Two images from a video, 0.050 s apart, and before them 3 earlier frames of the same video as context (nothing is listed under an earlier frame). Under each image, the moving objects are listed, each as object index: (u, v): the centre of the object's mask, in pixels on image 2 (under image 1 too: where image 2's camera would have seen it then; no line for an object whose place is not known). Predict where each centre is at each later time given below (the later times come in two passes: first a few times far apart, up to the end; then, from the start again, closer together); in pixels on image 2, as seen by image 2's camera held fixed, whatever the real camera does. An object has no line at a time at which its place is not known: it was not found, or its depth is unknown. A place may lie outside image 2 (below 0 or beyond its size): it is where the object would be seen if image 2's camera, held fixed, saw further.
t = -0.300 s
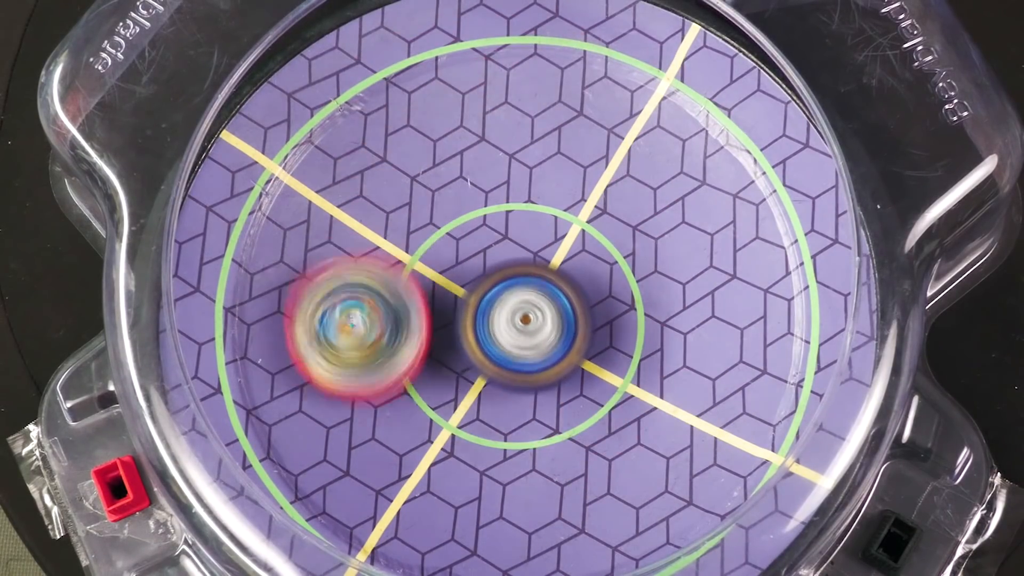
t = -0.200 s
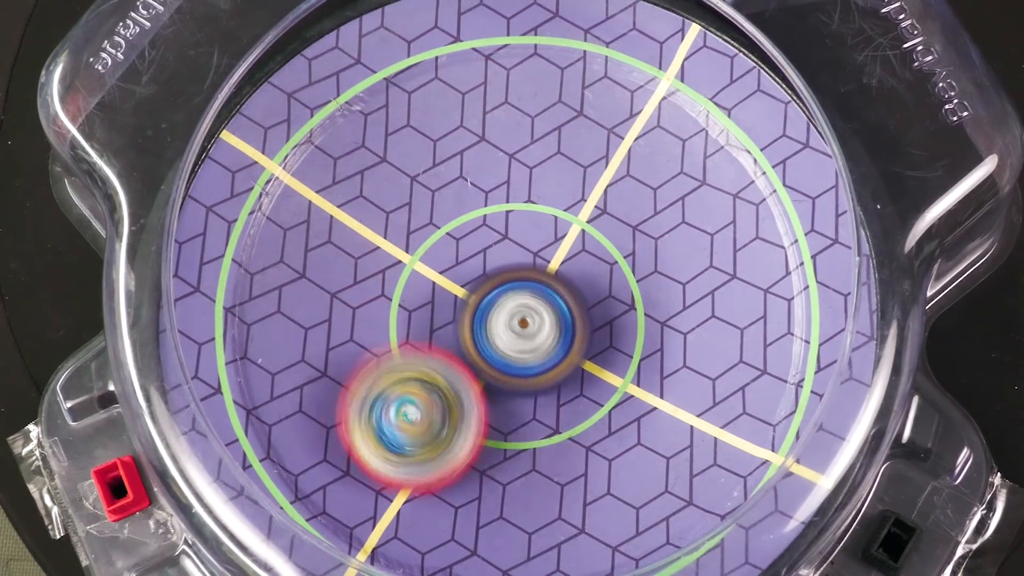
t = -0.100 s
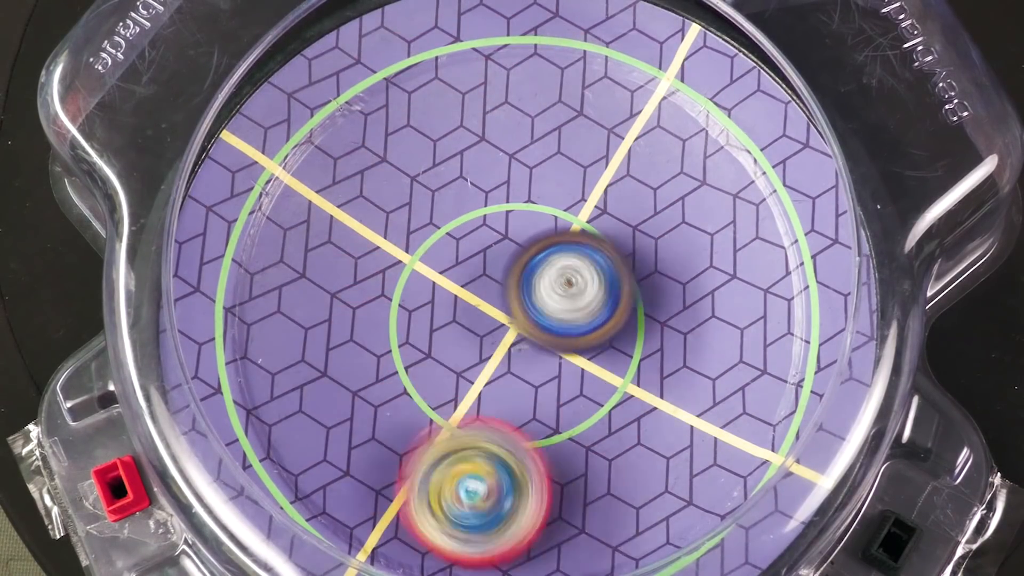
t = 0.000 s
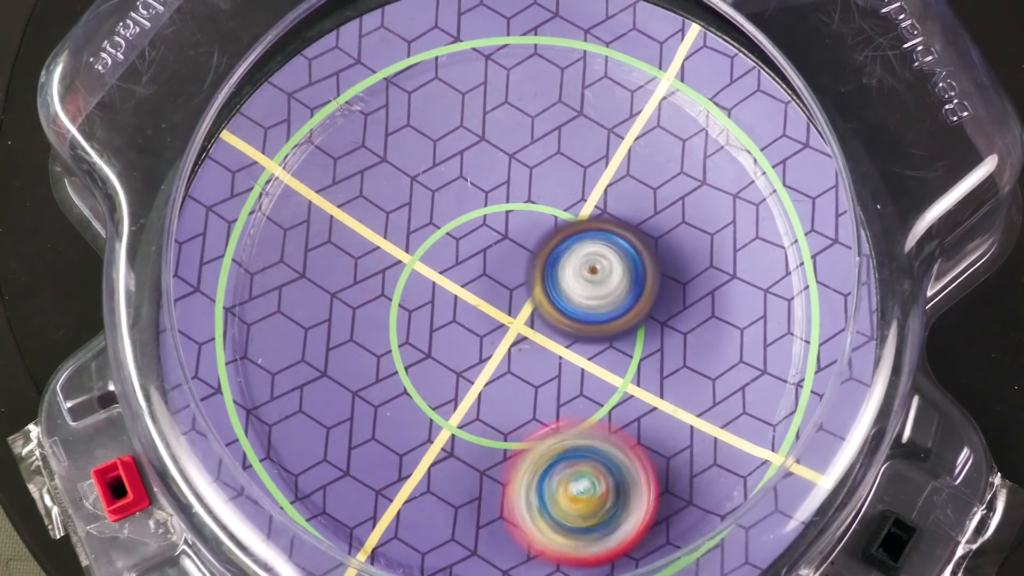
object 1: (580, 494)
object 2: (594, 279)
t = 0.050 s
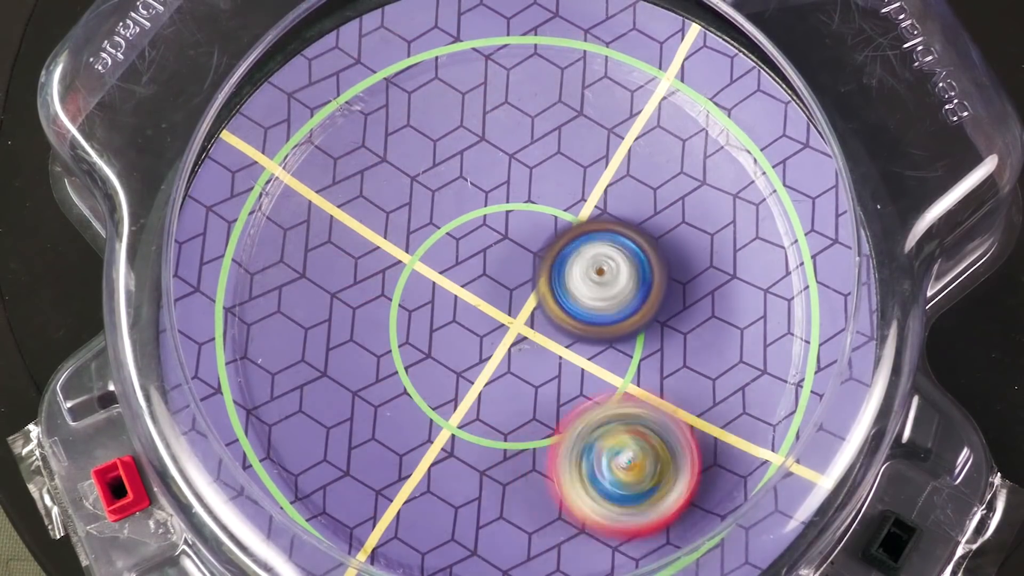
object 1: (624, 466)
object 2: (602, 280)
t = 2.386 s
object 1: (569, 275)
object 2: (434, 323)
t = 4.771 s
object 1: (608, 216)
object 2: (529, 372)
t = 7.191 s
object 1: (666, 287)
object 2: (378, 284)
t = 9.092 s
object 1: (569, 313)
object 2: (455, 228)
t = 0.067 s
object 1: (636, 451)
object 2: (604, 281)
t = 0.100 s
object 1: (655, 421)
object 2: (607, 283)
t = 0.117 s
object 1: (662, 410)
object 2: (607, 281)
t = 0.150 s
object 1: (678, 391)
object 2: (599, 267)
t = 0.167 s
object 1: (683, 380)
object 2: (596, 261)
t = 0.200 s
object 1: (688, 350)
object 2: (589, 252)
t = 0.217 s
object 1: (691, 337)
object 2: (582, 245)
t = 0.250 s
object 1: (691, 312)
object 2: (570, 233)
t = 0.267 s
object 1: (687, 298)
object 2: (565, 230)
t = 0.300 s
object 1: (682, 276)
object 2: (546, 220)
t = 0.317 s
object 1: (679, 267)
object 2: (533, 214)
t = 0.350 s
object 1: (665, 249)
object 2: (511, 205)
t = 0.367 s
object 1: (656, 242)
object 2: (501, 202)
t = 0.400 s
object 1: (631, 230)
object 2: (487, 197)
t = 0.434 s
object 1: (608, 227)
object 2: (469, 195)
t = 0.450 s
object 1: (607, 230)
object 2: (451, 193)
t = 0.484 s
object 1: (601, 239)
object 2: (418, 190)
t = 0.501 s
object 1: (598, 244)
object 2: (406, 189)
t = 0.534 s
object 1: (592, 258)
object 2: (387, 190)
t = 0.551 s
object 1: (590, 266)
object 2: (381, 192)
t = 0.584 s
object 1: (591, 282)
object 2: (374, 197)
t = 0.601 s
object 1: (593, 289)
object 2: (372, 200)
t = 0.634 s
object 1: (601, 304)
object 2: (374, 208)
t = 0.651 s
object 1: (608, 311)
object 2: (376, 213)
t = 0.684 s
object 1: (616, 318)
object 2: (383, 225)
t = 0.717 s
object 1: (627, 321)
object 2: (390, 239)
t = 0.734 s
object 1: (630, 320)
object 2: (395, 247)
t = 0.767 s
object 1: (637, 318)
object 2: (404, 263)
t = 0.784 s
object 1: (638, 315)
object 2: (409, 272)
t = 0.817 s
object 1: (637, 312)
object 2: (421, 291)
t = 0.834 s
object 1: (635, 311)
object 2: (425, 300)
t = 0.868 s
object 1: (631, 307)
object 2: (438, 318)
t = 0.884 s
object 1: (628, 305)
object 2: (444, 327)
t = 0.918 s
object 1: (618, 302)
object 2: (457, 345)
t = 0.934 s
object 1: (612, 303)
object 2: (464, 352)
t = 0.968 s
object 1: (602, 301)
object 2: (468, 369)
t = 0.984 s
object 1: (605, 299)
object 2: (460, 381)
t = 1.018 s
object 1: (606, 293)
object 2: (450, 396)
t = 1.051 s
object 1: (603, 288)
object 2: (444, 405)
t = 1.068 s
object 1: (601, 286)
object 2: (443, 408)
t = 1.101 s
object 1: (594, 284)
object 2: (443, 408)
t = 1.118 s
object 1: (589, 284)
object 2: (443, 407)
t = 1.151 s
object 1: (578, 287)
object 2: (444, 402)
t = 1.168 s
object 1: (573, 289)
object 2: (445, 398)
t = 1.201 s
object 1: (563, 297)
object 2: (446, 391)
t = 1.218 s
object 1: (560, 301)
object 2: (446, 386)
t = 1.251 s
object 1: (561, 303)
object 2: (437, 387)
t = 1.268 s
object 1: (563, 303)
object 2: (432, 386)
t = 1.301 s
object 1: (566, 302)
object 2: (425, 381)
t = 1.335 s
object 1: (566, 299)
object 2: (420, 376)
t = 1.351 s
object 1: (566, 297)
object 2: (419, 371)
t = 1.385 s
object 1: (565, 293)
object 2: (416, 362)
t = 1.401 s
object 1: (564, 292)
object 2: (416, 359)
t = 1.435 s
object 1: (561, 290)
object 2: (414, 349)
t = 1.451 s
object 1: (560, 289)
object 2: (414, 345)
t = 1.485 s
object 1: (555, 288)
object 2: (413, 337)
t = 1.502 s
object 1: (553, 288)
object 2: (413, 331)
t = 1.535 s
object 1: (549, 288)
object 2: (411, 324)
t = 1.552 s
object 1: (549, 287)
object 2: (410, 321)
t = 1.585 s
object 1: (546, 286)
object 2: (408, 314)
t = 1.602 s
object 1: (548, 285)
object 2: (407, 312)
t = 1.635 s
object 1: (557, 282)
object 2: (394, 309)
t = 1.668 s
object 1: (563, 278)
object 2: (386, 304)
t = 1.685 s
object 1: (564, 275)
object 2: (384, 302)
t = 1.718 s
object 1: (567, 268)
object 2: (384, 295)
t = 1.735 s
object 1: (568, 265)
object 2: (384, 292)
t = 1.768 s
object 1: (566, 260)
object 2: (386, 288)
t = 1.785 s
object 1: (565, 258)
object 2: (388, 285)
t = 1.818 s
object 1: (562, 254)
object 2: (391, 283)
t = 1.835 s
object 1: (559, 252)
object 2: (393, 283)
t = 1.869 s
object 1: (554, 251)
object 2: (397, 282)
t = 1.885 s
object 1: (550, 251)
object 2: (399, 283)
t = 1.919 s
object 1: (544, 253)
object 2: (403, 284)
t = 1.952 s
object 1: (542, 255)
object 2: (405, 286)
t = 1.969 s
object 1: (543, 256)
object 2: (405, 287)
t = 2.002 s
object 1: (546, 260)
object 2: (402, 290)
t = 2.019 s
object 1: (549, 260)
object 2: (397, 293)
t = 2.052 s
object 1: (552, 262)
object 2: (393, 296)
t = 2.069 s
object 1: (555, 262)
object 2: (393, 297)
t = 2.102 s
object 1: (559, 264)
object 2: (396, 299)
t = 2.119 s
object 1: (561, 265)
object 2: (398, 302)
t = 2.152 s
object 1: (564, 265)
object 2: (402, 304)
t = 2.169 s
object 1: (565, 265)
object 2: (405, 306)
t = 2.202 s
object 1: (567, 267)
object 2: (410, 310)
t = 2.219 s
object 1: (568, 268)
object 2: (413, 312)
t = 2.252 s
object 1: (569, 268)
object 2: (418, 314)
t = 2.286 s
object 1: (570, 270)
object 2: (423, 318)
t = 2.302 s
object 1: (570, 271)
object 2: (425, 319)
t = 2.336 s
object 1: (570, 272)
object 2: (429, 321)
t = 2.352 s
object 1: (569, 272)
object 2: (430, 321)
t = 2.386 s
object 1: (569, 275)
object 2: (434, 323)
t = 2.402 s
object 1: (569, 276)
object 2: (436, 323)
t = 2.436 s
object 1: (574, 277)
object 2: (433, 328)
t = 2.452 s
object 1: (578, 275)
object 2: (430, 331)
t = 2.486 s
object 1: (582, 271)
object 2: (429, 334)
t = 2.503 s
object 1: (585, 269)
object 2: (430, 334)
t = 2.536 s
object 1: (589, 264)
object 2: (432, 335)
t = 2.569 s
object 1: (588, 259)
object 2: (437, 336)
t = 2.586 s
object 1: (587, 256)
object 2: (439, 335)
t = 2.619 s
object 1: (583, 253)
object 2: (444, 336)
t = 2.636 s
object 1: (581, 253)
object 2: (447, 336)
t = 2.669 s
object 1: (574, 252)
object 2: (454, 336)
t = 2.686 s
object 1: (571, 252)
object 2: (457, 335)
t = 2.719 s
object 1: (583, 236)
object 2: (447, 350)
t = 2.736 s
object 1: (590, 225)
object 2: (441, 360)
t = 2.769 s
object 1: (598, 205)
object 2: (428, 371)
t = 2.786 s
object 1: (602, 195)
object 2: (422, 373)
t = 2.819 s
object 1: (604, 174)
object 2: (414, 376)
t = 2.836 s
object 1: (604, 164)
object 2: (413, 376)
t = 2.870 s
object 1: (600, 143)
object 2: (411, 374)
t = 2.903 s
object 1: (590, 127)
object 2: (412, 372)
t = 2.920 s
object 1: (583, 121)
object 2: (413, 372)
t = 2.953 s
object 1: (566, 113)
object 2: (418, 368)
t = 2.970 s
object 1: (556, 112)
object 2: (421, 366)
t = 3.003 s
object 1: (536, 115)
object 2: (427, 363)
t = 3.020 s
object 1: (527, 121)
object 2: (430, 361)
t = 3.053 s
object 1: (511, 136)
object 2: (438, 358)
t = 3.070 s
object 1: (504, 146)
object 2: (442, 356)
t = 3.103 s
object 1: (495, 169)
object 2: (451, 351)
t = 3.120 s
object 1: (492, 180)
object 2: (455, 350)
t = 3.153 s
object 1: (493, 205)
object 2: (465, 345)
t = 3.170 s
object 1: (495, 210)
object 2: (471, 351)
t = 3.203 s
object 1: (501, 203)
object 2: (480, 378)
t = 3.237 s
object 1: (505, 200)
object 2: (486, 401)
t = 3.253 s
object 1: (508, 200)
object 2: (489, 410)
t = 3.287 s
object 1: (513, 198)
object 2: (492, 422)
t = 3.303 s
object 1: (514, 199)
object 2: (492, 426)
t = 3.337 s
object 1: (519, 200)
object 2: (493, 428)
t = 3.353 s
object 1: (521, 201)
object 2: (492, 428)
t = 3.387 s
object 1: (525, 202)
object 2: (493, 424)
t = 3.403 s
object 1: (528, 204)
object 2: (495, 421)
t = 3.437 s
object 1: (533, 208)
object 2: (498, 413)
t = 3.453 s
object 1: (535, 209)
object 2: (499, 407)
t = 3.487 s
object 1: (541, 213)
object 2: (506, 395)
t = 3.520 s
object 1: (546, 217)
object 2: (514, 382)
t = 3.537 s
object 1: (550, 218)
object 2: (518, 376)
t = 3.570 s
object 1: (557, 224)
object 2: (526, 358)
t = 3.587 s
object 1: (567, 213)
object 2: (525, 361)
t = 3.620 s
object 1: (584, 172)
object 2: (517, 388)
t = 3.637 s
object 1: (588, 154)
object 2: (511, 400)
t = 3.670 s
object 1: (592, 127)
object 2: (498, 418)
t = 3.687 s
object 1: (591, 116)
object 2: (493, 426)
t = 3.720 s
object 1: (589, 94)
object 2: (480, 439)
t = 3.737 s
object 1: (587, 82)
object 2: (474, 442)
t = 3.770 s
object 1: (579, 65)
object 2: (465, 449)
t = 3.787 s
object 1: (574, 57)
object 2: (461, 451)
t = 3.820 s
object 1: (555, 55)
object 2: (457, 452)
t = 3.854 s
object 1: (529, 59)
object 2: (457, 449)
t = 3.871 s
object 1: (520, 60)
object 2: (458, 447)
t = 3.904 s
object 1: (503, 64)
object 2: (461, 442)
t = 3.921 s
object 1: (496, 68)
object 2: (463, 437)
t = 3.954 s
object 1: (487, 81)
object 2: (468, 428)
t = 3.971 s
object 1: (483, 91)
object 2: (470, 424)
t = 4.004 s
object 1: (482, 113)
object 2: (476, 414)
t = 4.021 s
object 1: (482, 122)
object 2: (480, 408)
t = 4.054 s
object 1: (487, 145)
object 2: (487, 395)
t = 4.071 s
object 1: (491, 156)
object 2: (488, 388)
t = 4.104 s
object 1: (500, 176)
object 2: (493, 372)
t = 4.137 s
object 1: (512, 197)
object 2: (496, 356)
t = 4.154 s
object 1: (519, 206)
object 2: (496, 348)
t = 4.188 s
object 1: (540, 197)
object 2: (492, 359)
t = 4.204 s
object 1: (550, 192)
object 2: (491, 366)
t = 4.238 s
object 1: (567, 182)
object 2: (490, 377)
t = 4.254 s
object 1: (575, 178)
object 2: (492, 381)
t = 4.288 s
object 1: (590, 167)
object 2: (495, 386)
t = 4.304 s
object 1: (597, 162)
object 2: (496, 388)
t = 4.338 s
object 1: (610, 152)
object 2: (501, 390)
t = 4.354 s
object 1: (614, 146)
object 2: (504, 390)
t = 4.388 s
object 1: (623, 135)
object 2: (507, 390)
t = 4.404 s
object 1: (626, 130)
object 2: (509, 389)
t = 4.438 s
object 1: (628, 120)
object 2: (513, 388)
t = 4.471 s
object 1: (626, 116)
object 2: (515, 385)
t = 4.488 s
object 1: (624, 114)
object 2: (516, 383)
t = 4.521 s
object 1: (619, 116)
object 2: (519, 379)
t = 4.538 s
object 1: (616, 119)
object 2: (519, 377)
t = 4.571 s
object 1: (610, 127)
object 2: (521, 372)
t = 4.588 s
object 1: (605, 135)
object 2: (523, 369)
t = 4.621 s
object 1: (599, 151)
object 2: (526, 365)
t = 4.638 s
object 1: (596, 160)
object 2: (527, 362)
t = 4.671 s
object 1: (593, 180)
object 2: (532, 357)
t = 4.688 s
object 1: (591, 190)
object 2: (533, 355)
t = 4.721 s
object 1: (591, 209)
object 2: (538, 350)
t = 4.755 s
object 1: (597, 225)
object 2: (539, 351)
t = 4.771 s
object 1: (608, 216)
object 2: (529, 372)
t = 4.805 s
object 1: (626, 198)
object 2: (511, 406)
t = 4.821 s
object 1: (631, 192)
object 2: (502, 422)
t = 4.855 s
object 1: (638, 180)
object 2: (489, 447)
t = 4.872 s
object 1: (641, 174)
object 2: (484, 455)
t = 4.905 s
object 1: (644, 161)
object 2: (479, 469)
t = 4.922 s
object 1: (643, 156)
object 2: (478, 472)
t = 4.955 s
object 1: (639, 148)
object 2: (478, 473)
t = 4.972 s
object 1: (635, 146)
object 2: (478, 472)
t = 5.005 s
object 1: (626, 145)
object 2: (477, 465)
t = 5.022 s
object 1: (621, 147)
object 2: (476, 461)
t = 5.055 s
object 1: (610, 153)
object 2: (473, 454)
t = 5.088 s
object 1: (598, 165)
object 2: (471, 443)
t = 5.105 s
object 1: (592, 173)
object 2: (469, 439)
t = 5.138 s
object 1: (583, 188)
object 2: (467, 427)
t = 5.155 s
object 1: (579, 196)
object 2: (466, 422)
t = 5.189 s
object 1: (573, 214)
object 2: (463, 408)
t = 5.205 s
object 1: (570, 223)
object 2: (462, 401)
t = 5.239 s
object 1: (566, 242)
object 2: (461, 387)
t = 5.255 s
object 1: (564, 251)
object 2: (460, 379)
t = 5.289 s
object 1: (563, 268)
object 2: (458, 365)
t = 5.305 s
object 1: (567, 271)
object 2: (453, 365)
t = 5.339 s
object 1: (575, 279)
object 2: (444, 365)
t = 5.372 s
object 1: (581, 290)
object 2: (439, 362)
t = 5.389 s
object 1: (585, 294)
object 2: (439, 359)
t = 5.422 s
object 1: (595, 303)
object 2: (436, 353)
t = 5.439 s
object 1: (601, 307)
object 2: (436, 349)
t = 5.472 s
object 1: (609, 311)
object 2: (434, 343)
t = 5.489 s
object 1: (612, 312)
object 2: (433, 339)
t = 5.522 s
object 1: (616, 313)
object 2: (431, 333)
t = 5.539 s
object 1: (618, 313)
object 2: (431, 329)
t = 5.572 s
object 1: (618, 313)
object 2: (430, 322)
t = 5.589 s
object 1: (618, 312)
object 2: (429, 319)
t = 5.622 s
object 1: (618, 311)
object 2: (429, 313)
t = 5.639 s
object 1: (617, 310)
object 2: (428, 311)
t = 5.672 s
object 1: (613, 309)
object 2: (428, 306)
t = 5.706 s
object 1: (608, 309)
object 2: (429, 300)
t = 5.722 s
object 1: (606, 310)
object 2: (429, 298)
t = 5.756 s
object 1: (595, 309)
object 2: (430, 293)
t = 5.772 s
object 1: (590, 309)
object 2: (429, 291)
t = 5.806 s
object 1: (578, 312)
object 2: (430, 286)
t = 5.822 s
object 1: (572, 313)
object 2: (430, 285)
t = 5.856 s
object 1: (572, 324)
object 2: (420, 279)
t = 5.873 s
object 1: (575, 327)
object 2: (413, 274)
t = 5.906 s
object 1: (582, 334)
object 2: (405, 268)
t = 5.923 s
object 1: (584, 336)
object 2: (402, 263)
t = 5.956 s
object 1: (593, 341)
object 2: (400, 259)
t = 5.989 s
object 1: (598, 341)
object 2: (399, 255)
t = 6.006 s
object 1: (600, 341)
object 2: (399, 253)
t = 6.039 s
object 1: (603, 338)
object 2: (399, 252)
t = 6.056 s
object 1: (604, 336)
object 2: (401, 251)
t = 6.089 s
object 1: (604, 333)
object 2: (403, 251)
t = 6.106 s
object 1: (603, 332)
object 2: (404, 251)
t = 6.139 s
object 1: (601, 328)
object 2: (407, 252)
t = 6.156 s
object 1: (600, 326)
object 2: (408, 252)
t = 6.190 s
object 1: (594, 321)
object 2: (413, 254)
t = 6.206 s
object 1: (590, 319)
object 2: (415, 254)
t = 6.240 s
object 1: (580, 315)
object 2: (420, 254)
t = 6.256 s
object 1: (575, 313)
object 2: (421, 254)
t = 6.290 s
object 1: (562, 311)
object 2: (425, 254)
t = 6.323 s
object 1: (559, 313)
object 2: (421, 253)
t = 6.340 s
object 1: (573, 320)
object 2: (402, 247)
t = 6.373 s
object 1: (595, 330)
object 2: (367, 234)
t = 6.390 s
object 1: (602, 331)
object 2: (355, 230)
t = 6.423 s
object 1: (617, 332)
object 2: (337, 223)
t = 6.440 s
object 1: (626, 332)
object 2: (331, 221)
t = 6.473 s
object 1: (641, 329)
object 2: (328, 217)
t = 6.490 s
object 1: (649, 326)
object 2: (328, 217)
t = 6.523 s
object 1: (659, 322)
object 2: (329, 216)
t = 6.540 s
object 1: (665, 318)
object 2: (331, 216)
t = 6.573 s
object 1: (673, 310)
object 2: (337, 217)
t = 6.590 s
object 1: (676, 304)
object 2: (340, 218)
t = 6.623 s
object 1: (678, 293)
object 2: (349, 219)
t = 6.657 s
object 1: (672, 281)
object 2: (358, 220)
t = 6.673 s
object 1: (667, 276)
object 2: (363, 221)
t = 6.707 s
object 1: (654, 270)
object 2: (371, 224)
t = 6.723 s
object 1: (647, 268)
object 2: (376, 226)
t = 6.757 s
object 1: (633, 267)
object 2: (385, 231)
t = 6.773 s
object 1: (625, 266)
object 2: (390, 235)
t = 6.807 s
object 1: (607, 268)
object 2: (398, 241)
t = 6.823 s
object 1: (598, 269)
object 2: (404, 245)
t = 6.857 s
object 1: (583, 272)
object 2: (416, 253)
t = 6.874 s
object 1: (575, 274)
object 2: (424, 258)
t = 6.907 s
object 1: (578, 282)
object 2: (420, 265)
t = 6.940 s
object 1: (605, 289)
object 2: (388, 268)
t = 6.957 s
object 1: (615, 293)
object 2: (375, 272)
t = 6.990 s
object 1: (626, 296)
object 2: (359, 275)
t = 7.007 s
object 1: (630, 296)
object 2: (354, 278)
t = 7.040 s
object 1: (644, 297)
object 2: (353, 282)
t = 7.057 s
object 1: (648, 298)
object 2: (354, 282)
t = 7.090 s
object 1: (657, 296)
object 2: (360, 282)
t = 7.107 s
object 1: (661, 295)
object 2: (363, 282)
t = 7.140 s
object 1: (666, 292)
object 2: (368, 283)
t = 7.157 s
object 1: (667, 290)
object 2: (372, 282)
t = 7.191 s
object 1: (666, 287)
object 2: (378, 284)
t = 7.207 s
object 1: (663, 286)
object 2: (382, 285)
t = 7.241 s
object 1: (659, 284)
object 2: (392, 284)
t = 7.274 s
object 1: (650, 282)
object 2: (404, 286)
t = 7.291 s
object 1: (644, 282)
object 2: (410, 286)
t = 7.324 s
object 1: (632, 283)
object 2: (422, 286)
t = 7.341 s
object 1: (625, 285)
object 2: (430, 285)
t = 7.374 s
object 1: (613, 287)
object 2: (443, 286)
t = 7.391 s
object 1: (605, 289)
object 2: (452, 286)
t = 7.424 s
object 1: (600, 291)
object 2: (457, 286)
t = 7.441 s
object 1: (598, 294)
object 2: (459, 285)
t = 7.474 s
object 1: (601, 300)
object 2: (446, 285)
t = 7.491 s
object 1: (601, 301)
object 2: (439, 284)
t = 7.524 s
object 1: (607, 304)
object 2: (431, 283)
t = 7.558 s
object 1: (610, 307)
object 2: (428, 283)
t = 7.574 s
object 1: (609, 307)
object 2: (429, 280)
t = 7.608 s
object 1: (611, 310)
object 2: (430, 279)
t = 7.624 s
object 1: (610, 310)
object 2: (431, 278)
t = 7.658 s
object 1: (610, 311)
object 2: (433, 275)
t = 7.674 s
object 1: (609, 312)
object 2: (433, 275)
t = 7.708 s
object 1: (605, 313)
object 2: (435, 273)
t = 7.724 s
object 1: (603, 313)
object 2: (436, 271)
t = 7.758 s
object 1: (595, 316)
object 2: (437, 271)
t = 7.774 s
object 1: (593, 317)
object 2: (439, 270)
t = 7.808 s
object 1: (585, 319)
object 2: (442, 269)
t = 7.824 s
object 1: (582, 321)
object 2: (443, 268)
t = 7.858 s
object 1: (573, 323)
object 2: (445, 266)
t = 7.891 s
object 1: (569, 329)
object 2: (443, 263)
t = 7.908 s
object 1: (566, 332)
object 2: (442, 261)
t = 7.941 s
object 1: (561, 338)
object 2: (442, 259)
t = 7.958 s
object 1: (559, 341)
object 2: (441, 259)
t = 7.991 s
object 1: (558, 349)
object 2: (442, 257)
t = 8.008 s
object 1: (555, 351)
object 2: (443, 257)
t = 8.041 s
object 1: (554, 354)
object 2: (444, 255)
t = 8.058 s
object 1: (553, 356)
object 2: (444, 254)
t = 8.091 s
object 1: (553, 358)
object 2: (446, 255)
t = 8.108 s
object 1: (551, 359)
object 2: (447, 253)
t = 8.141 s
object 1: (550, 360)
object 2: (449, 253)
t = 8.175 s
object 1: (549, 359)
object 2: (453, 253)
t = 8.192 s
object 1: (547, 358)
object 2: (453, 252)
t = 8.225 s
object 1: (547, 359)
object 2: (453, 252)
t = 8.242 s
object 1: (550, 363)
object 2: (449, 249)
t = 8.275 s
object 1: (555, 364)
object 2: (446, 246)
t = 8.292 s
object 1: (559, 365)
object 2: (445, 245)
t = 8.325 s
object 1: (565, 363)
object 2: (447, 245)
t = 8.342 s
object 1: (569, 362)
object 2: (448, 244)
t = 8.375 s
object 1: (572, 358)
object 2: (448, 243)
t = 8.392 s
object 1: (574, 355)
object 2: (448, 243)
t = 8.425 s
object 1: (575, 350)
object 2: (450, 241)
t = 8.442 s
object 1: (574, 346)
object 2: (450, 241)
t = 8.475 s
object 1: (573, 339)
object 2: (452, 241)
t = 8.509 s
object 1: (570, 330)
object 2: (453, 240)
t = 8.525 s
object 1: (567, 327)
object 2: (454, 240)
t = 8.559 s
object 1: (571, 329)
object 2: (442, 232)
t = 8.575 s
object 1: (577, 334)
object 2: (431, 223)
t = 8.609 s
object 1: (585, 339)
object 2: (416, 207)
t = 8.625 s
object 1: (589, 343)
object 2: (410, 202)
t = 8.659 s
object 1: (597, 346)
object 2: (406, 193)
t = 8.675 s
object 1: (602, 348)
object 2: (404, 191)
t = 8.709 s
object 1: (609, 351)
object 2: (403, 187)
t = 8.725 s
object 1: (611, 350)
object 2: (402, 187)
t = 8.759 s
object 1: (618, 350)
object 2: (404, 188)
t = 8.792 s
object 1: (622, 347)
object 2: (407, 190)
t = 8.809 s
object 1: (622, 346)
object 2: (409, 191)
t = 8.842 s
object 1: (623, 340)
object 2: (414, 192)
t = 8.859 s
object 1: (620, 338)
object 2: (416, 194)
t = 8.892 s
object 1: (615, 332)
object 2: (420, 197)
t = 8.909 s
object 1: (612, 331)
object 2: (423, 199)
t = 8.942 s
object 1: (604, 325)
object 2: (426, 201)
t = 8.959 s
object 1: (600, 323)
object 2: (428, 205)
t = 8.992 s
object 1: (592, 320)
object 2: (435, 209)
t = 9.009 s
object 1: (587, 318)
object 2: (438, 213)
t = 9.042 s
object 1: (577, 314)
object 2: (444, 220)
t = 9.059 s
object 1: (572, 311)
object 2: (449, 225)
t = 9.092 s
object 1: (569, 313)
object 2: (455, 228)
